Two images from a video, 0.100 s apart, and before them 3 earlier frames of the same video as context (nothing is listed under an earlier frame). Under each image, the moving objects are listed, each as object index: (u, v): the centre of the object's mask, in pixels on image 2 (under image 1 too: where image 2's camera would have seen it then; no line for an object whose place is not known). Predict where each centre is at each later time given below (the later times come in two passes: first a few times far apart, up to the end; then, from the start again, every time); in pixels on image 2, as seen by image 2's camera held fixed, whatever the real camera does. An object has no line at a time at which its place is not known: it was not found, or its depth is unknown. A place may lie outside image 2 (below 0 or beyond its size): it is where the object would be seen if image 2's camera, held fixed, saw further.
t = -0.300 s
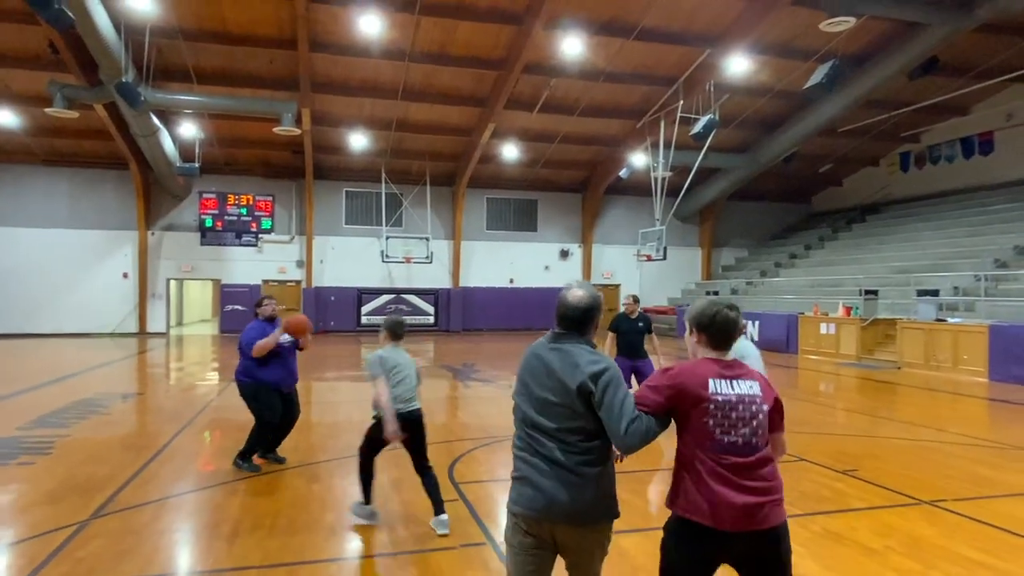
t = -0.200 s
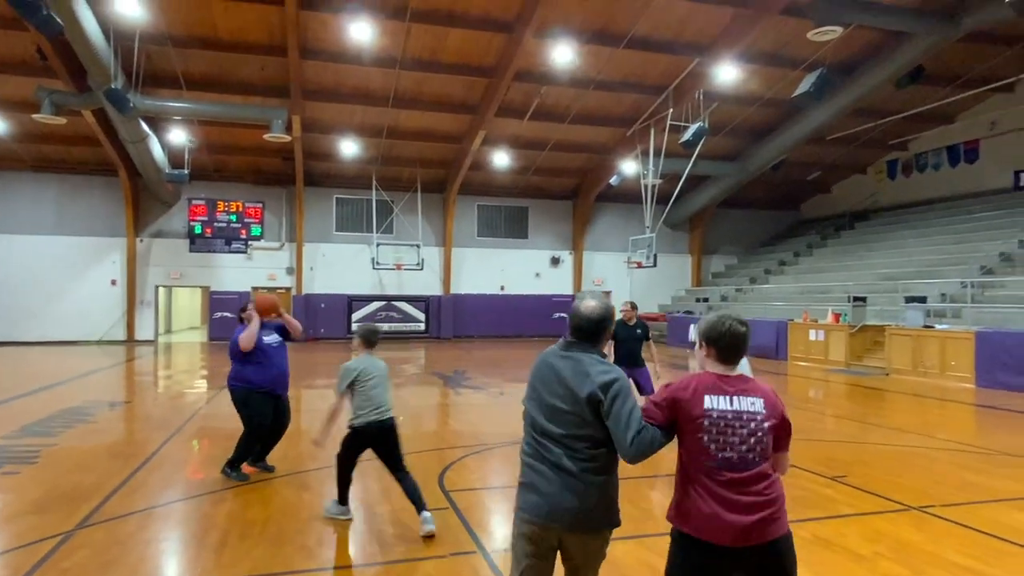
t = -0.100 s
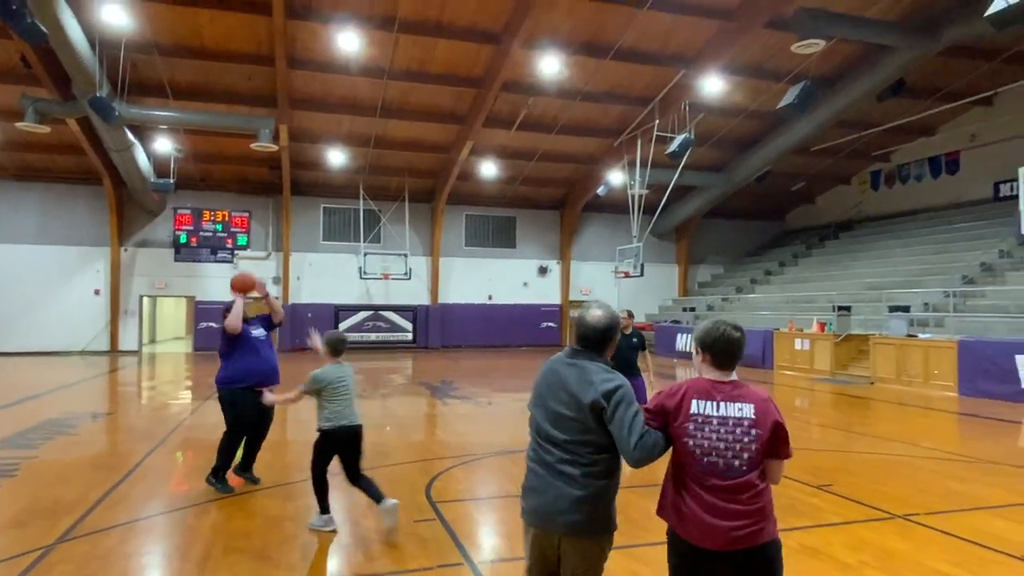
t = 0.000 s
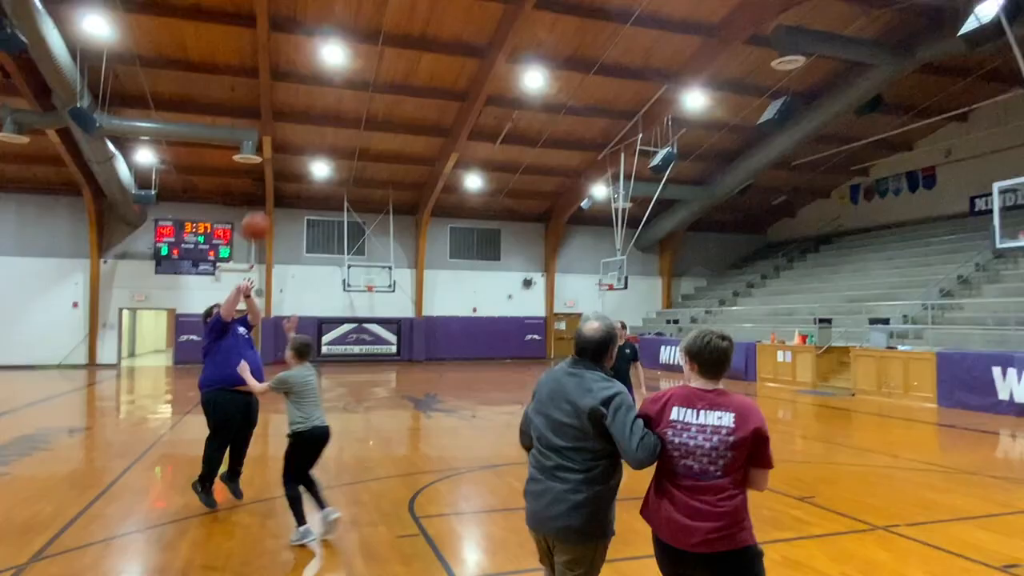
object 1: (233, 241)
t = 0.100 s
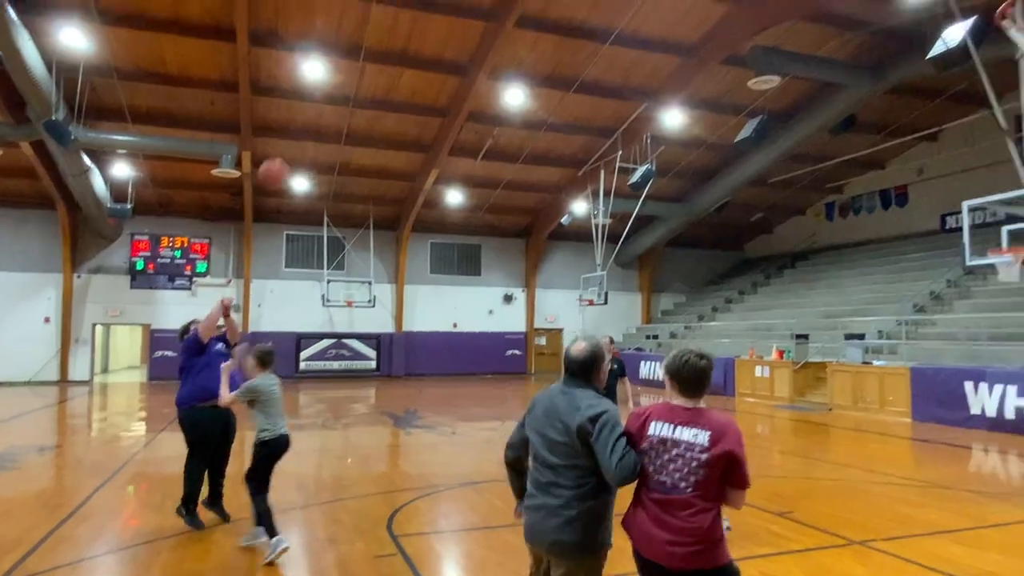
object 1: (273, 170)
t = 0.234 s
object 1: (335, 89)
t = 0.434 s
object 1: (435, -14)
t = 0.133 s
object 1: (288, 151)
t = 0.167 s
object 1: (303, 130)
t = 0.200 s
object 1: (317, 110)
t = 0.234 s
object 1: (335, 89)
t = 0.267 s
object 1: (349, 69)
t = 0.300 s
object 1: (364, 51)
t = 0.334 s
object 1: (381, 35)
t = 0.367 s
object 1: (399, 17)
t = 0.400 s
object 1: (417, 0)
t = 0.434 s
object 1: (435, -14)
